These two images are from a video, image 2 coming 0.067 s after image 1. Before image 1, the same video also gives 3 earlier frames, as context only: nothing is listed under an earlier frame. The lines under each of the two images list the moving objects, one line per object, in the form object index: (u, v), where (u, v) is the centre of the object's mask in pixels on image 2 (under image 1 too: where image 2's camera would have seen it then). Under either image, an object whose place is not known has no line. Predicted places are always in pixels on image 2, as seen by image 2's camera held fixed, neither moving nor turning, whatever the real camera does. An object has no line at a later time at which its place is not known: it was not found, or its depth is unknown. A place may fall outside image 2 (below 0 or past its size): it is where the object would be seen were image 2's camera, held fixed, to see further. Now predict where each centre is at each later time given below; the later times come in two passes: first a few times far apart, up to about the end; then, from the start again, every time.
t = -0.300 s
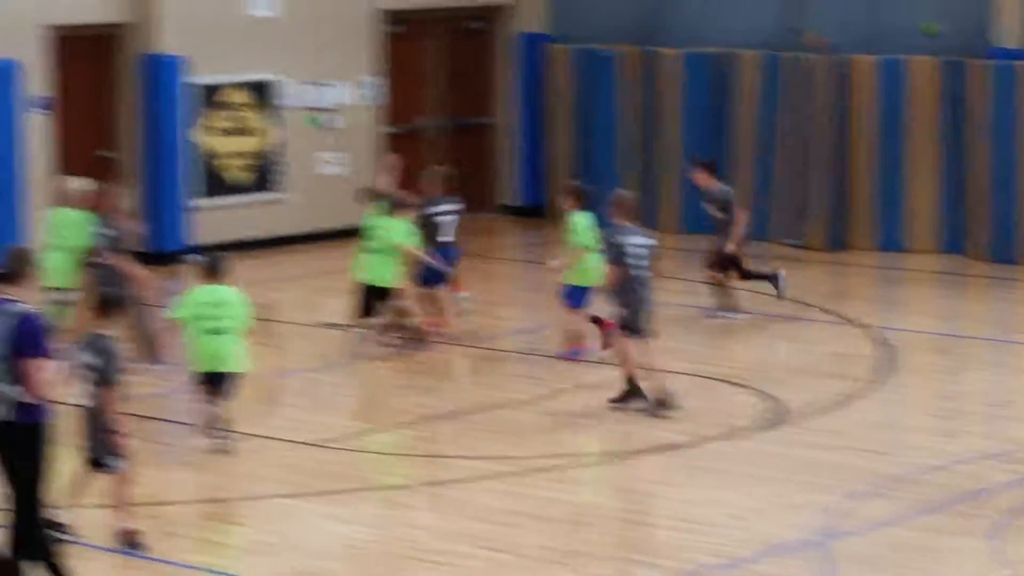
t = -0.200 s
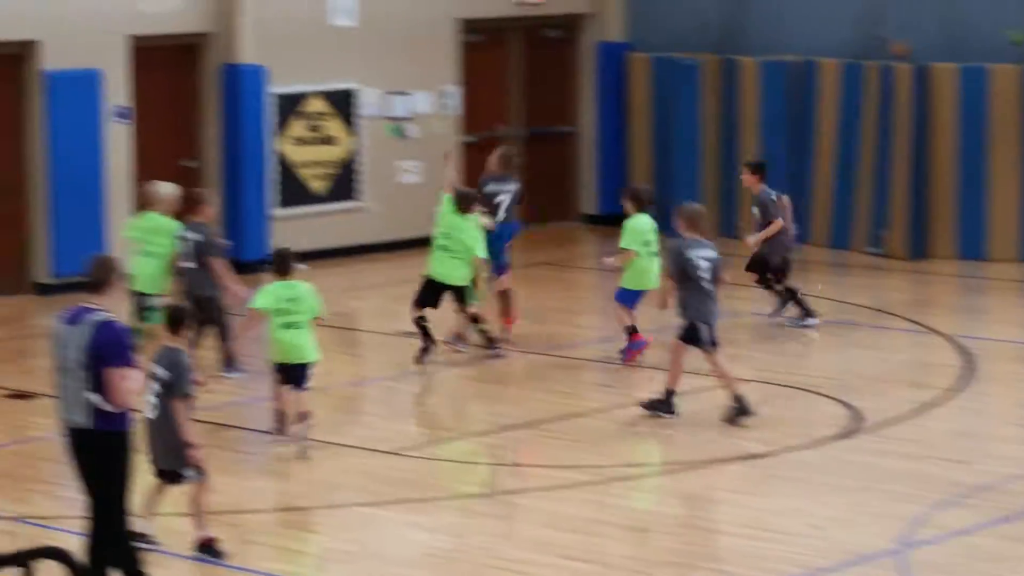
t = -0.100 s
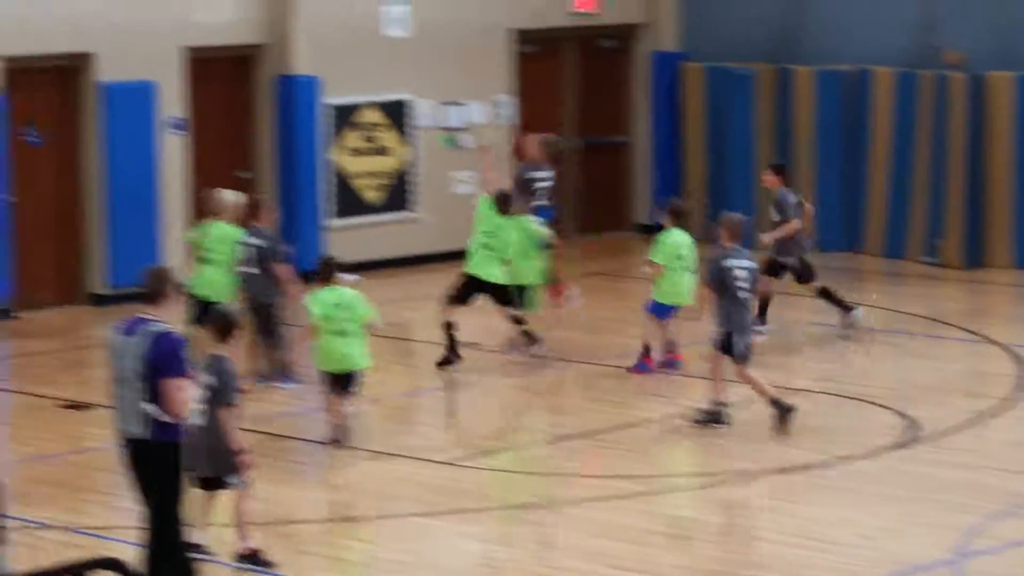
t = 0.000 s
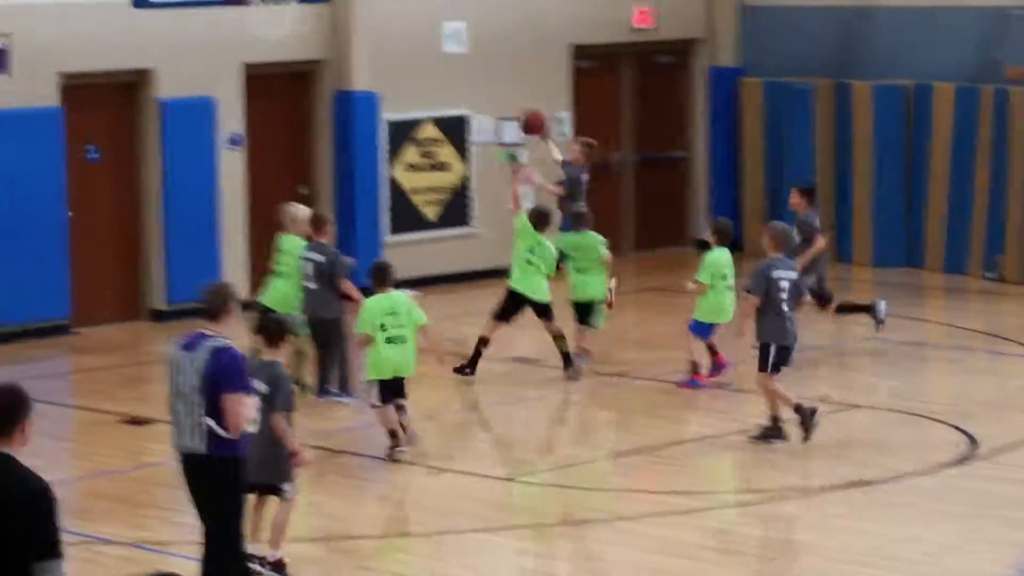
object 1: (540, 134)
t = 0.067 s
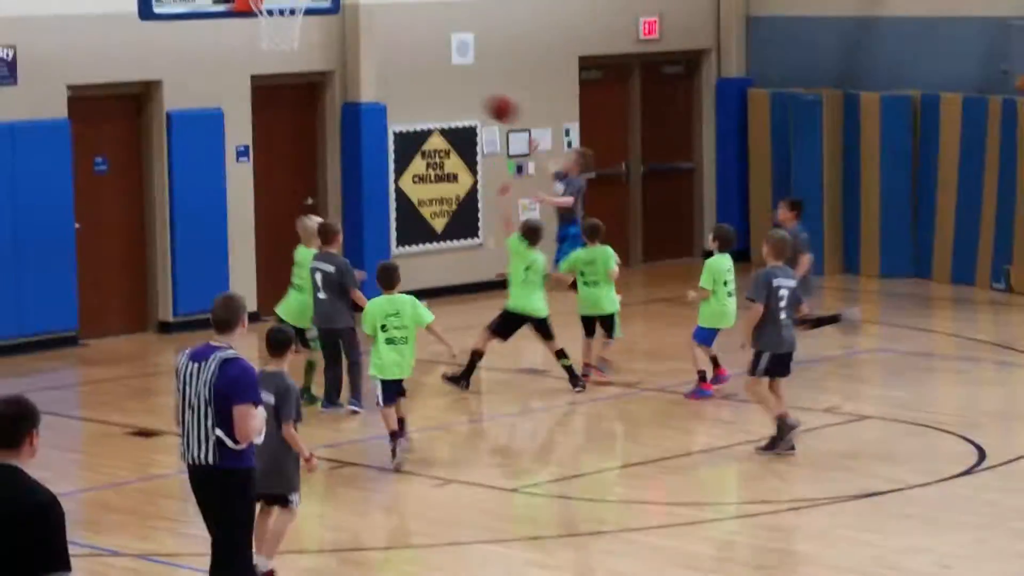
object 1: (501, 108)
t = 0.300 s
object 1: (365, 60)
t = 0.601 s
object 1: (196, 95)
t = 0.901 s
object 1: (34, 241)
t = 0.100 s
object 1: (481, 97)
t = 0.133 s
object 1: (462, 87)
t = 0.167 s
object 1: (443, 80)
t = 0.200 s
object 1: (423, 73)
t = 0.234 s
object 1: (404, 67)
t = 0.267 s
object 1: (385, 64)
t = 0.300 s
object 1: (365, 60)
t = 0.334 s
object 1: (346, 60)
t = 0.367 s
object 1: (331, 59)
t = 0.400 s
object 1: (307, 60)
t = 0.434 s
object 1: (290, 61)
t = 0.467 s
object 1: (272, 65)
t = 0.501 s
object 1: (252, 71)
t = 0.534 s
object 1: (234, 78)
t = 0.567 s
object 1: (215, 86)
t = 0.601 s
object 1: (196, 95)
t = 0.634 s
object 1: (179, 104)
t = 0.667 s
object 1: (159, 118)
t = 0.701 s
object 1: (142, 127)
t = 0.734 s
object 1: (125, 141)
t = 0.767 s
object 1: (110, 156)
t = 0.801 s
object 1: (87, 174)
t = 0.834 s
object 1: (72, 199)
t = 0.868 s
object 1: (52, 220)
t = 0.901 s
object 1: (34, 241)
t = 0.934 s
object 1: (17, 261)
